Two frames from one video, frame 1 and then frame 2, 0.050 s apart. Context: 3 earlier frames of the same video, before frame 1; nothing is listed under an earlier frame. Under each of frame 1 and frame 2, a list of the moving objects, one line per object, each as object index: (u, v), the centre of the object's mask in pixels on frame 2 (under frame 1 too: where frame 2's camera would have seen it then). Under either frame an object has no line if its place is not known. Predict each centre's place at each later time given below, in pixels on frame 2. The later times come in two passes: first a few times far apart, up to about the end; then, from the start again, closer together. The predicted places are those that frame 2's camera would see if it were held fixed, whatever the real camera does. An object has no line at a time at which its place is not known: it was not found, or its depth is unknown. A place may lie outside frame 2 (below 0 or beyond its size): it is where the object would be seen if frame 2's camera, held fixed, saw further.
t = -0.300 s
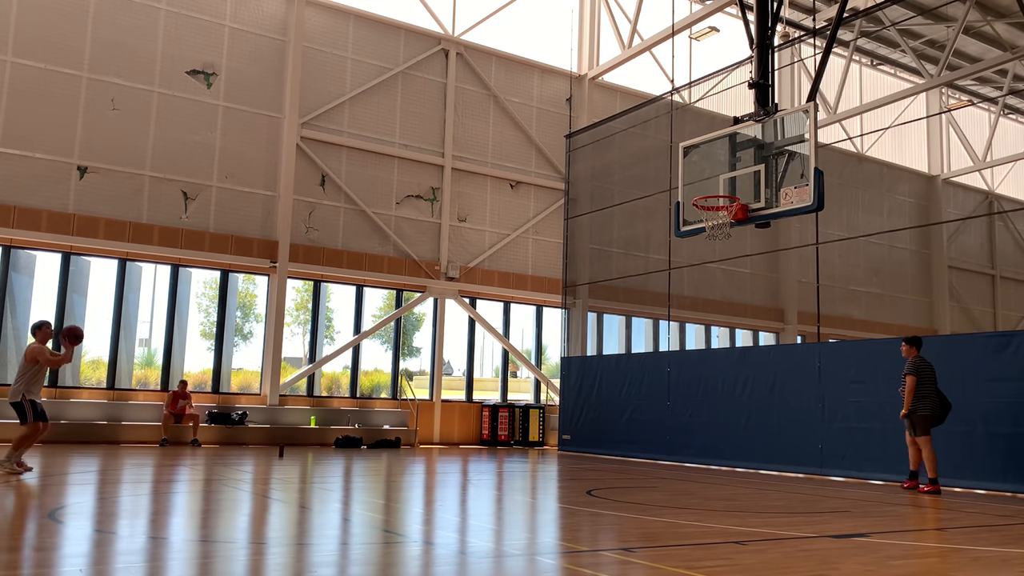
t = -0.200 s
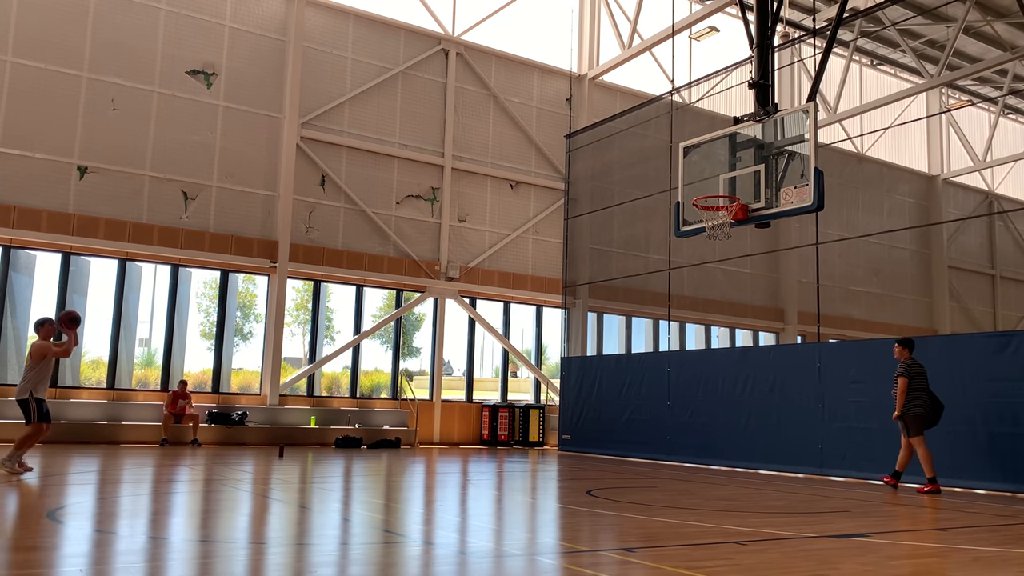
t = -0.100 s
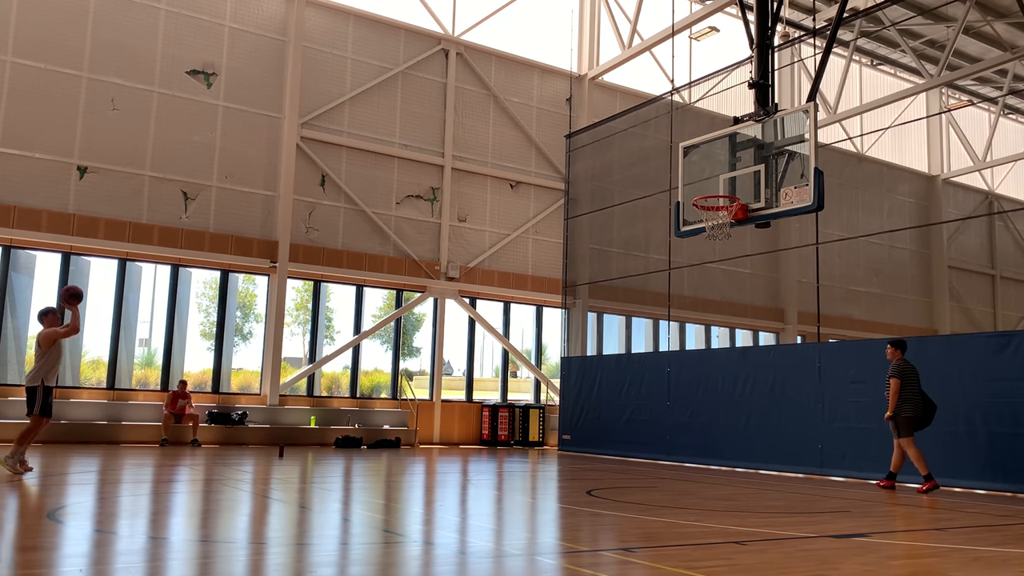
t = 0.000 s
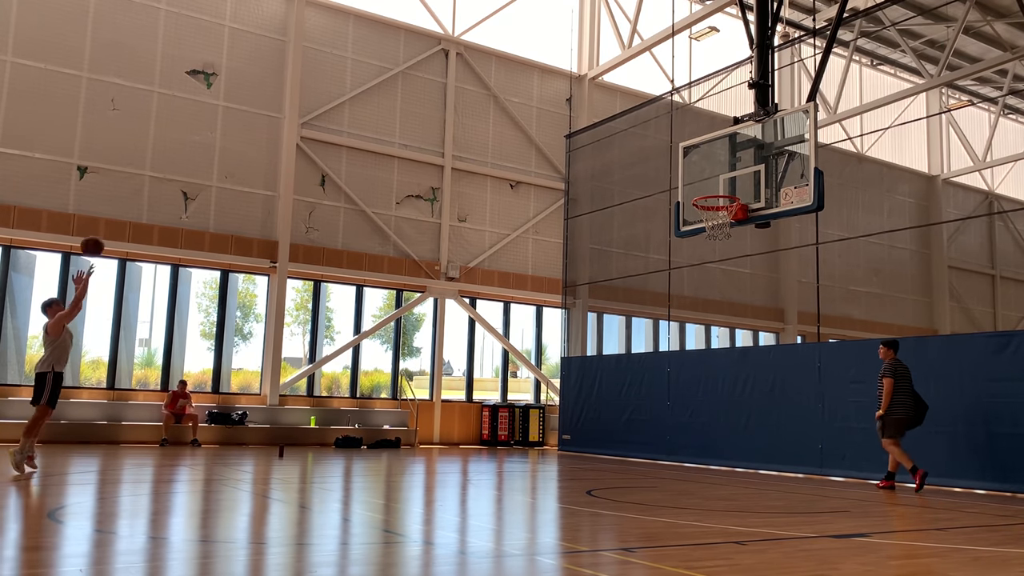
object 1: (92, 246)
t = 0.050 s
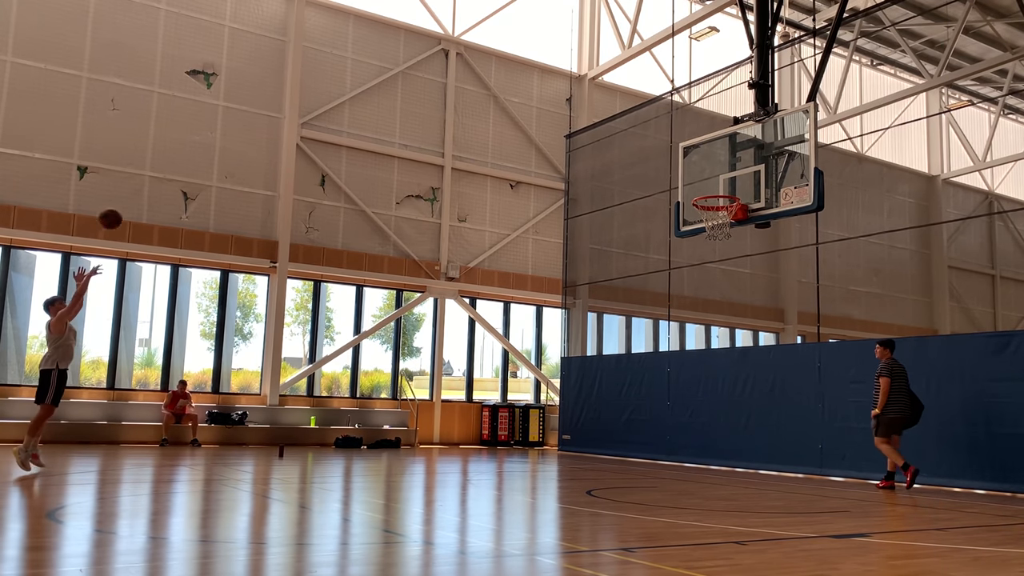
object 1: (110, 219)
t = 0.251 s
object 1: (181, 129)
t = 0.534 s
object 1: (274, 61)
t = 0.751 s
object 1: (341, 54)
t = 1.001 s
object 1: (418, 96)
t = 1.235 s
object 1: (490, 185)
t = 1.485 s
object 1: (568, 339)
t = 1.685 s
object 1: (628, 468)
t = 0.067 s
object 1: (116, 210)
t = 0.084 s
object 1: (122, 202)
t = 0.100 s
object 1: (128, 193)
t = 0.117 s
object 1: (135, 185)
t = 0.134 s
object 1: (140, 177)
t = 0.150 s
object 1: (146, 170)
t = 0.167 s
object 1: (152, 162)
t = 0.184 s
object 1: (158, 155)
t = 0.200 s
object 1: (164, 148)
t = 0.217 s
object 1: (169, 142)
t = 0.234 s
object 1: (175, 135)
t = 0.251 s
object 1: (181, 129)
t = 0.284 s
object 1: (192, 118)
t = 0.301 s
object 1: (198, 113)
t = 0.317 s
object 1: (203, 108)
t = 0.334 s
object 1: (209, 102)
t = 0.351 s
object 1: (214, 98)
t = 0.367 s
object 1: (220, 93)
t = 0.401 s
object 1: (231, 85)
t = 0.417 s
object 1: (236, 81)
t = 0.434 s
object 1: (242, 78)
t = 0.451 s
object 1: (247, 74)
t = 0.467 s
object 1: (252, 71)
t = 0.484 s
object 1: (258, 68)
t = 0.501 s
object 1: (263, 66)
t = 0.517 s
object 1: (268, 63)
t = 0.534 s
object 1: (274, 61)
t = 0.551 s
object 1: (279, 59)
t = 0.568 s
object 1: (284, 58)
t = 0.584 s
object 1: (289, 56)
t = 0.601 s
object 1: (295, 55)
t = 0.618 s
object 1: (300, 54)
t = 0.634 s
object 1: (305, 53)
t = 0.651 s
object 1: (310, 52)
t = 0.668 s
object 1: (315, 52)
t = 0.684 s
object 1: (320, 52)
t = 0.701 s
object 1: (326, 52)
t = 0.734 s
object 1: (336, 53)
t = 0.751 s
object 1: (341, 54)
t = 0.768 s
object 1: (347, 55)
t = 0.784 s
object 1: (352, 57)
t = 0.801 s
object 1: (357, 58)
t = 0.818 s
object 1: (362, 60)
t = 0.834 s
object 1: (367, 62)
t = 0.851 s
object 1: (372, 64)
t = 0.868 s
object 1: (378, 67)
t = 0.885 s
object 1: (383, 70)
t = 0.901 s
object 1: (388, 72)
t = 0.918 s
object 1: (393, 76)
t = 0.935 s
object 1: (398, 79)
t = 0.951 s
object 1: (403, 83)
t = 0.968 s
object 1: (408, 87)
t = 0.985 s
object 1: (413, 91)
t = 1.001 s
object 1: (418, 96)
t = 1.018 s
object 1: (423, 100)
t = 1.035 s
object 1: (429, 105)
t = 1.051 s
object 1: (434, 111)
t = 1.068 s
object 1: (439, 116)
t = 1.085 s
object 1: (444, 122)
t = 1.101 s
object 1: (449, 128)
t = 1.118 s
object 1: (454, 134)
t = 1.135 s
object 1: (459, 141)
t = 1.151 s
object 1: (464, 147)
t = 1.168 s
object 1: (470, 154)
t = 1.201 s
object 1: (480, 169)
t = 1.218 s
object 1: (485, 177)
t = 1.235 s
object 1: (490, 185)
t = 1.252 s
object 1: (495, 193)
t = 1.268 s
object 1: (500, 202)
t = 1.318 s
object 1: (516, 229)
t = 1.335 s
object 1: (521, 239)
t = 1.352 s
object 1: (526, 249)
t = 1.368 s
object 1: (531, 259)
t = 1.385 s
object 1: (537, 269)
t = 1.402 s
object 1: (542, 280)
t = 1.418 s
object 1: (547, 291)
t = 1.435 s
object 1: (552, 302)
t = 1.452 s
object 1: (557, 314)
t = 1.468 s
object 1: (563, 326)
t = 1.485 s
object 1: (568, 339)
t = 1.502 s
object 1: (574, 351)
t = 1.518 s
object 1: (579, 365)
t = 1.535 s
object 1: (585, 378)
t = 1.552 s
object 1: (590, 391)
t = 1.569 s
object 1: (595, 405)
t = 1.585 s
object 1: (601, 420)
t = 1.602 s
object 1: (606, 435)
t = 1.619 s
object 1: (612, 450)
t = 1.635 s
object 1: (618, 467)
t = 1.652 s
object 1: (625, 484)
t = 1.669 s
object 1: (627, 481)
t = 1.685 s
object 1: (628, 468)
